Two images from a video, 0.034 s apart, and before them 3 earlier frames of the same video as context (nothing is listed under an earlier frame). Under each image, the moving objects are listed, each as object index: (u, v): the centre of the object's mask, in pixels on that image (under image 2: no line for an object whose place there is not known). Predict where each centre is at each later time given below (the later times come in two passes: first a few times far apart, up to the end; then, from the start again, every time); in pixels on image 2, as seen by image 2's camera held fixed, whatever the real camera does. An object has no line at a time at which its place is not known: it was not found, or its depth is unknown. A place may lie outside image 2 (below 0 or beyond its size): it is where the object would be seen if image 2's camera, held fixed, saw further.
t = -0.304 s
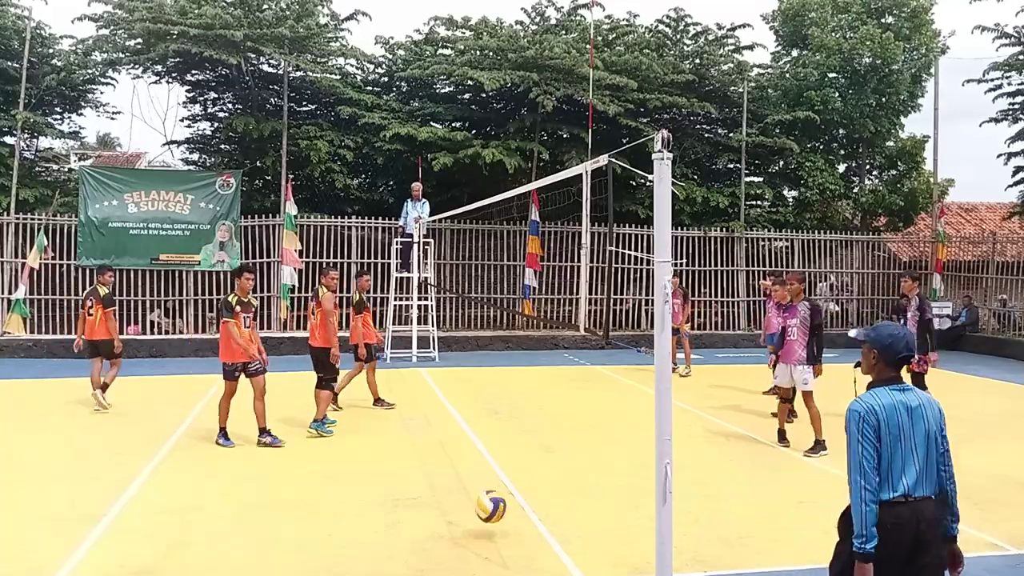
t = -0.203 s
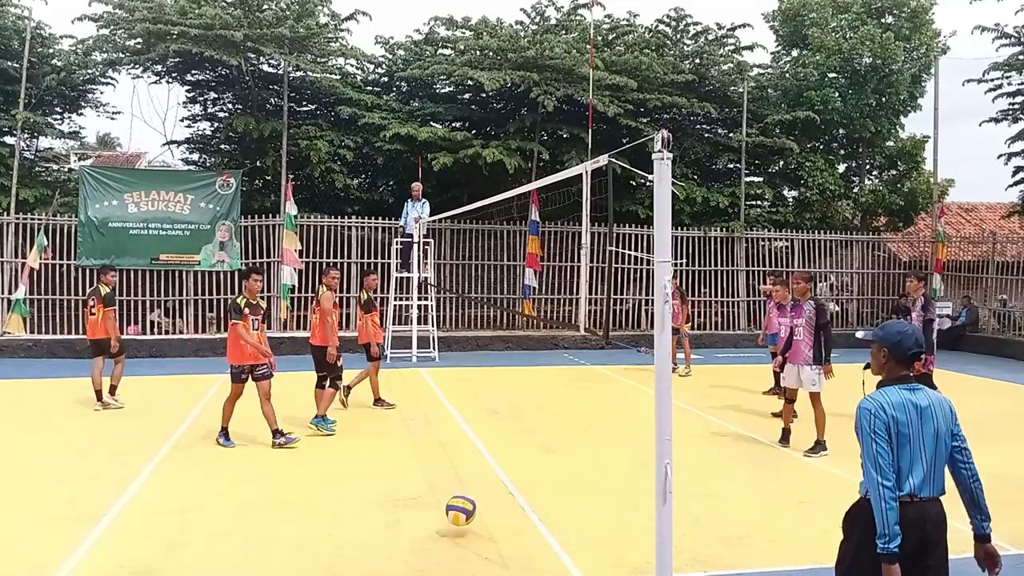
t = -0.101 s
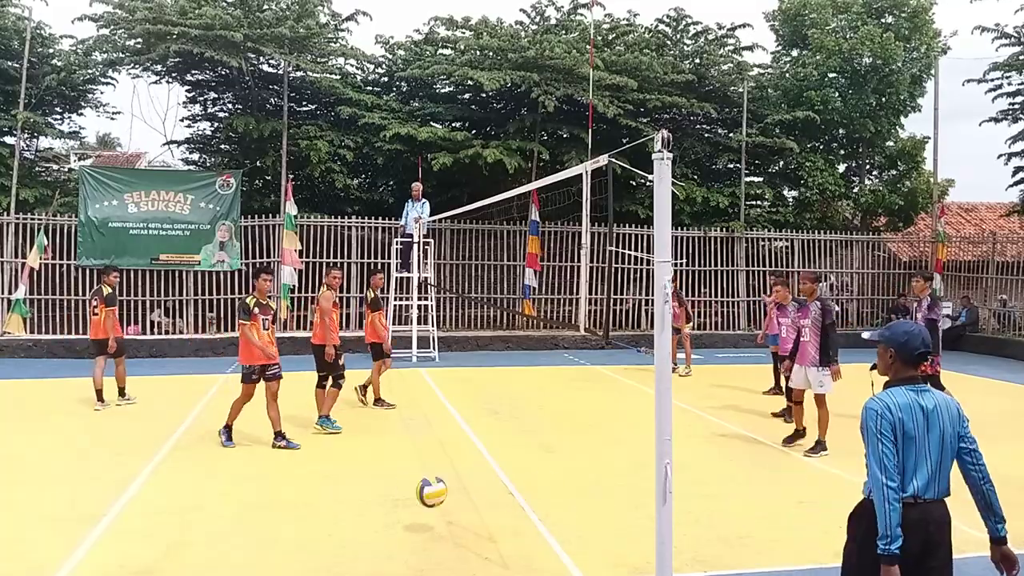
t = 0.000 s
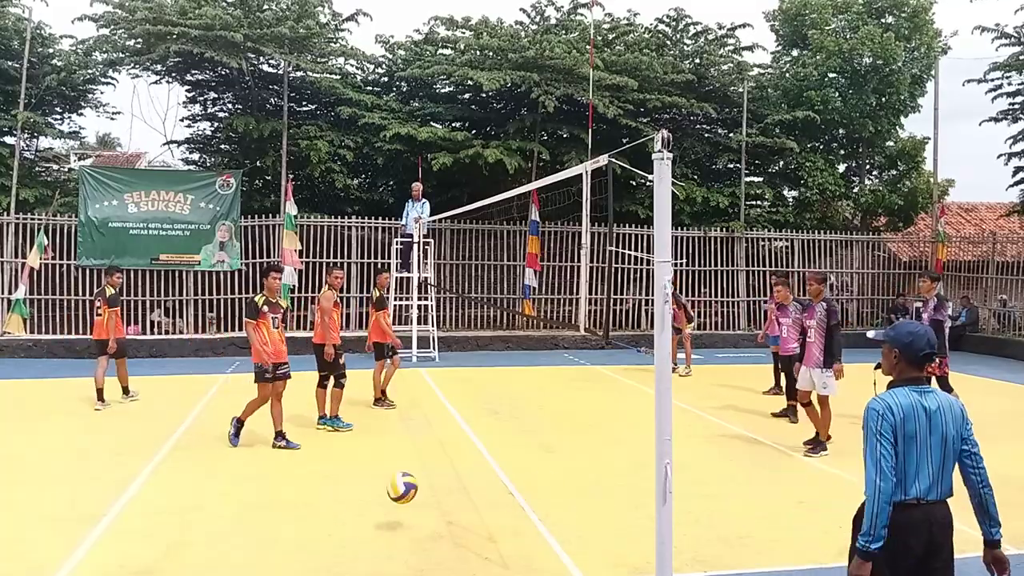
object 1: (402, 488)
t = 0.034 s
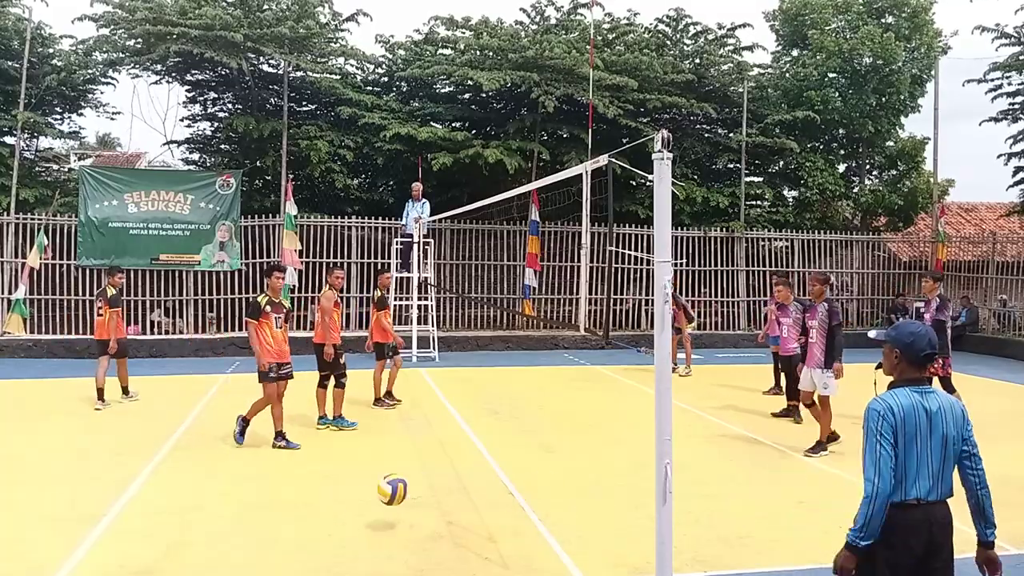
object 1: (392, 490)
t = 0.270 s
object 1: (326, 494)
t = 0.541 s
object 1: (252, 505)
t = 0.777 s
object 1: (190, 493)
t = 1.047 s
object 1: (124, 491)
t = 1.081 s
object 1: (115, 495)
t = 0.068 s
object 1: (382, 494)
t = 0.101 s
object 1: (373, 499)
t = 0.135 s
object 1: (363, 506)
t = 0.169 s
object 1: (354, 514)
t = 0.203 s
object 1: (345, 506)
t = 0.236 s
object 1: (336, 499)
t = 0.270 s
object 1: (326, 494)
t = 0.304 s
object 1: (316, 491)
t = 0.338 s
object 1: (307, 490)
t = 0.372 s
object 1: (297, 490)
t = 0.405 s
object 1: (288, 492)
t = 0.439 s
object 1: (278, 495)
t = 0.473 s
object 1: (269, 499)
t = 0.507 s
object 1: (261, 506)
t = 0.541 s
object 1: (252, 505)
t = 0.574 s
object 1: (243, 498)
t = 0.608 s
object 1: (234, 493)
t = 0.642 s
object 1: (225, 490)
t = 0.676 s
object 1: (217, 488)
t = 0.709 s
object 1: (208, 489)
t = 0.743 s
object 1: (199, 490)
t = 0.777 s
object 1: (190, 493)
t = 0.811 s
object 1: (182, 498)
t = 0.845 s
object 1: (175, 504)
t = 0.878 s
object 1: (166, 498)
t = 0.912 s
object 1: (158, 493)
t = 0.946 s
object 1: (149, 490)
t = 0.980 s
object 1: (141, 489)
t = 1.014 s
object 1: (133, 489)
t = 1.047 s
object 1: (124, 491)
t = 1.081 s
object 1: (115, 495)
